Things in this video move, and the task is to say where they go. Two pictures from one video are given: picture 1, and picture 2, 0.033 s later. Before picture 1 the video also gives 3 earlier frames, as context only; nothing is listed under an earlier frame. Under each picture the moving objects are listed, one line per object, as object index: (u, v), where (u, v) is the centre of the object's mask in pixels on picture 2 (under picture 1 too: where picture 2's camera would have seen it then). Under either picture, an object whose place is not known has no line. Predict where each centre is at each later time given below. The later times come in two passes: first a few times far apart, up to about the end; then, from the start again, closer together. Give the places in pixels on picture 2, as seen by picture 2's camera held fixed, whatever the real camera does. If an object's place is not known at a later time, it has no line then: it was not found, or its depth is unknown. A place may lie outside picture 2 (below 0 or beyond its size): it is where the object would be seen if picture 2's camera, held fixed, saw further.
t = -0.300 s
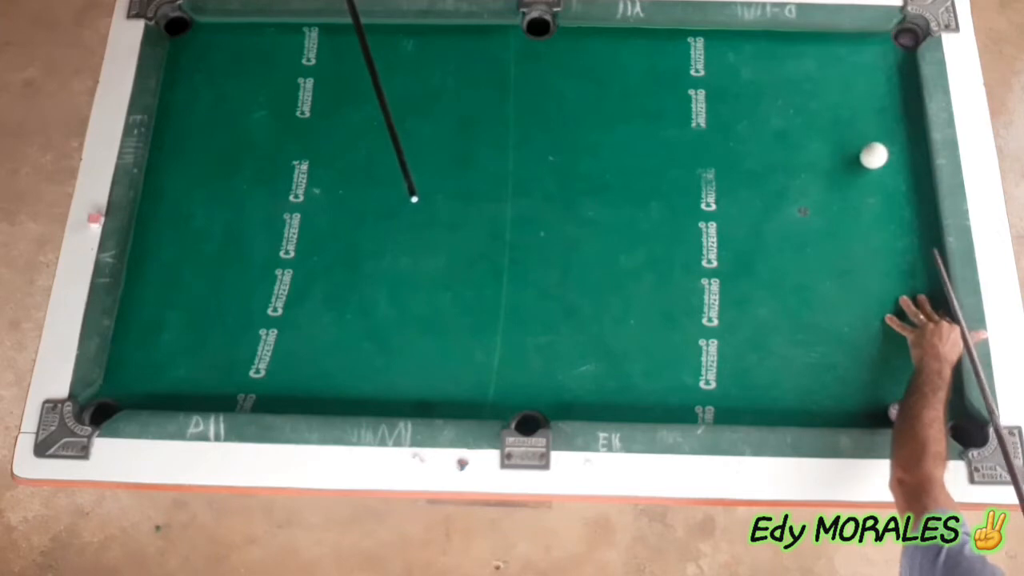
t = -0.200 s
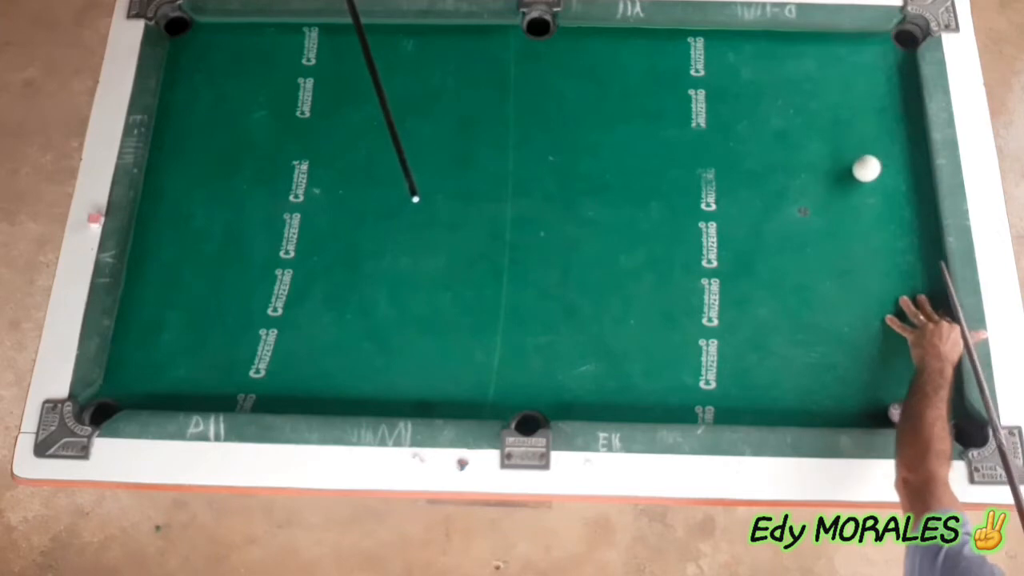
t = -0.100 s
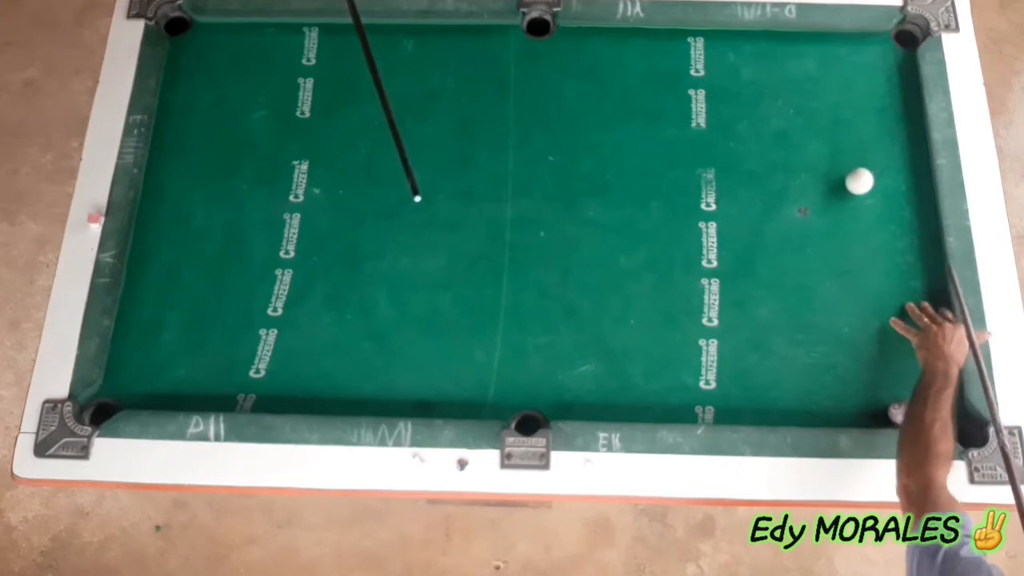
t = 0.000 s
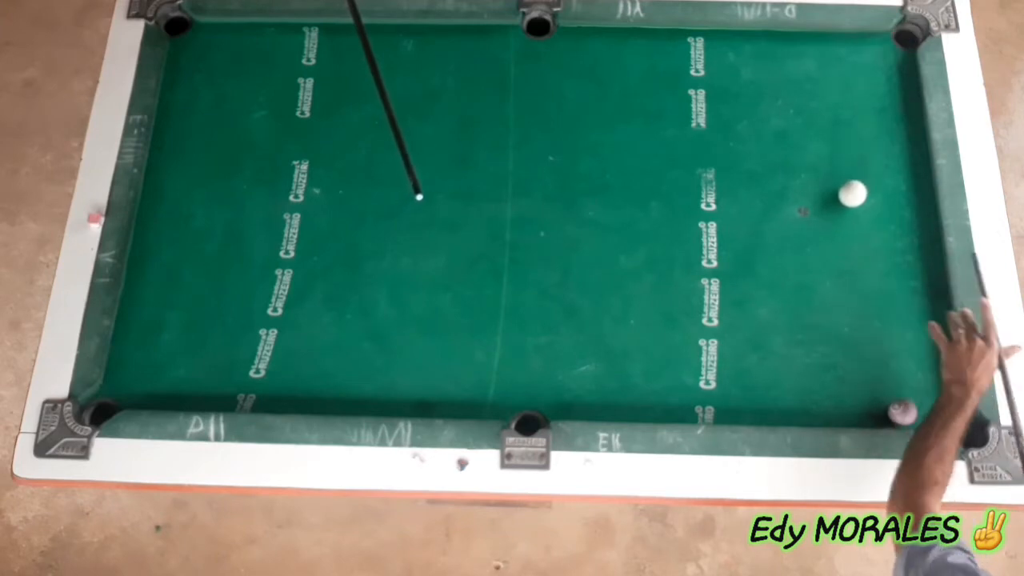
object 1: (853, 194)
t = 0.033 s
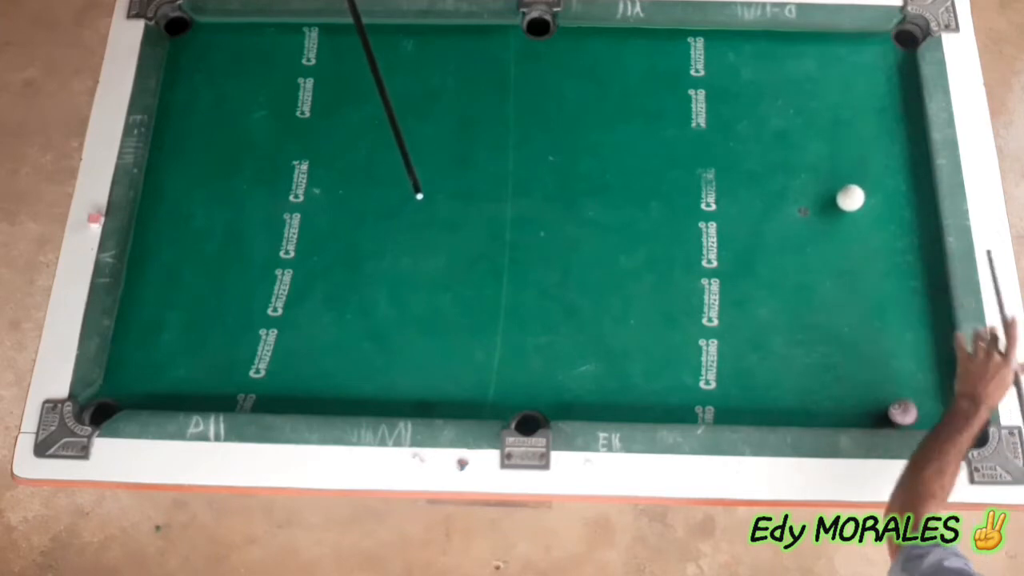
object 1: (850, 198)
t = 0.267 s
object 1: (836, 226)
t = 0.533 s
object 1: (821, 256)
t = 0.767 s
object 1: (810, 280)
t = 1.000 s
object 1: (799, 302)
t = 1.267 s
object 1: (789, 324)
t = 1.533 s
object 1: (779, 341)
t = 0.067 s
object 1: (848, 202)
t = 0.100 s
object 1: (846, 206)
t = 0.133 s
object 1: (844, 210)
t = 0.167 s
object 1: (842, 214)
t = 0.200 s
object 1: (840, 218)
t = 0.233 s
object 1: (838, 222)
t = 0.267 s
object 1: (836, 226)
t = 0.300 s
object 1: (834, 230)
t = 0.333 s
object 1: (832, 234)
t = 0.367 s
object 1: (830, 237)
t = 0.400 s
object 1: (828, 241)
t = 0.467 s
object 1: (825, 249)
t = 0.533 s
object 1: (821, 256)
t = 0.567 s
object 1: (820, 260)
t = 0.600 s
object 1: (818, 263)
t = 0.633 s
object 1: (816, 267)
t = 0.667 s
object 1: (814, 270)
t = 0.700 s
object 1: (813, 274)
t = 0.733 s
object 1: (811, 277)
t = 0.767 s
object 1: (810, 280)
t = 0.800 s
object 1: (808, 284)
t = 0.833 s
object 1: (807, 287)
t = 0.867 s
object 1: (805, 290)
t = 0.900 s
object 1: (803, 293)
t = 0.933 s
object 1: (802, 296)
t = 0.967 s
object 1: (801, 299)
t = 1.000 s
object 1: (799, 302)
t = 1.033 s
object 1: (798, 305)
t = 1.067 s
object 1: (796, 308)
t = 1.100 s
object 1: (795, 310)
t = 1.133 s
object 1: (793, 313)
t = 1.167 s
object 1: (792, 316)
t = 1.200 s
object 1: (791, 319)
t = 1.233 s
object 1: (790, 321)
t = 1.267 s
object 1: (789, 324)
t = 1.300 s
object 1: (787, 326)
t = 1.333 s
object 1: (786, 328)
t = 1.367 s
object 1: (785, 331)
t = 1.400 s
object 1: (784, 333)
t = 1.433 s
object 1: (783, 335)
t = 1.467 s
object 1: (782, 337)
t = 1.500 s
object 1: (780, 339)
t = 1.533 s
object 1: (779, 341)
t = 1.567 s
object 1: (778, 343)
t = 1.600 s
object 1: (777, 345)
